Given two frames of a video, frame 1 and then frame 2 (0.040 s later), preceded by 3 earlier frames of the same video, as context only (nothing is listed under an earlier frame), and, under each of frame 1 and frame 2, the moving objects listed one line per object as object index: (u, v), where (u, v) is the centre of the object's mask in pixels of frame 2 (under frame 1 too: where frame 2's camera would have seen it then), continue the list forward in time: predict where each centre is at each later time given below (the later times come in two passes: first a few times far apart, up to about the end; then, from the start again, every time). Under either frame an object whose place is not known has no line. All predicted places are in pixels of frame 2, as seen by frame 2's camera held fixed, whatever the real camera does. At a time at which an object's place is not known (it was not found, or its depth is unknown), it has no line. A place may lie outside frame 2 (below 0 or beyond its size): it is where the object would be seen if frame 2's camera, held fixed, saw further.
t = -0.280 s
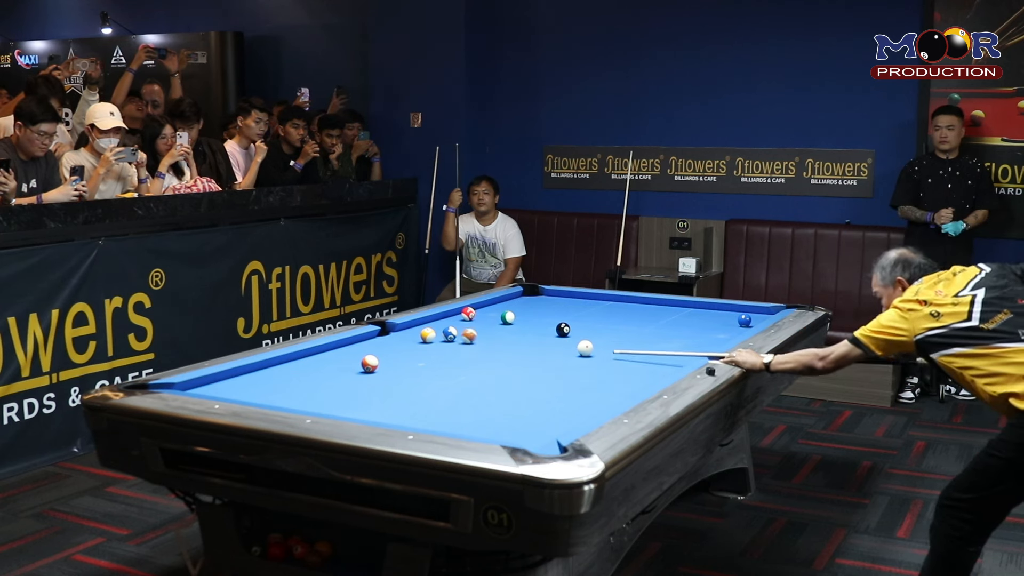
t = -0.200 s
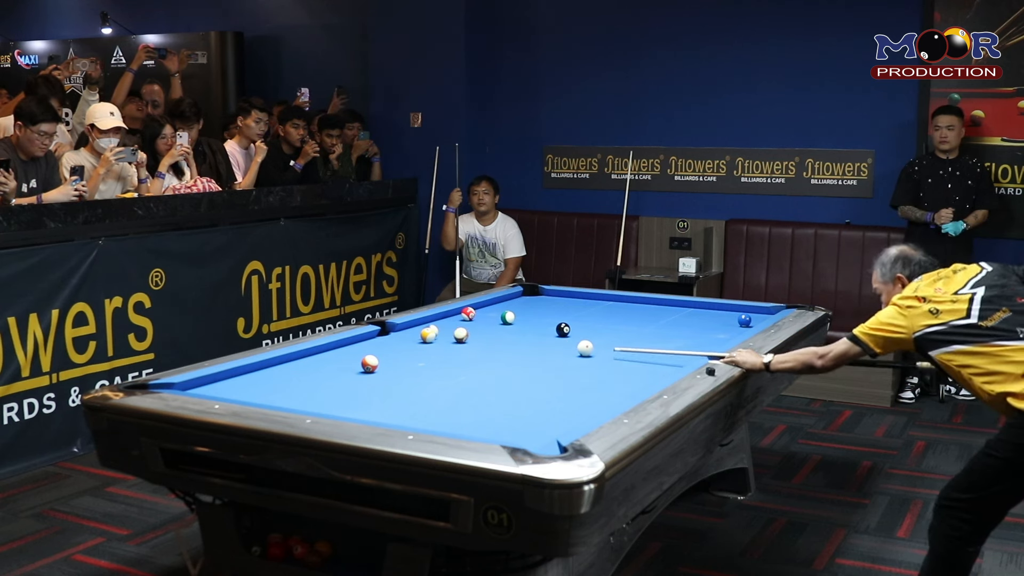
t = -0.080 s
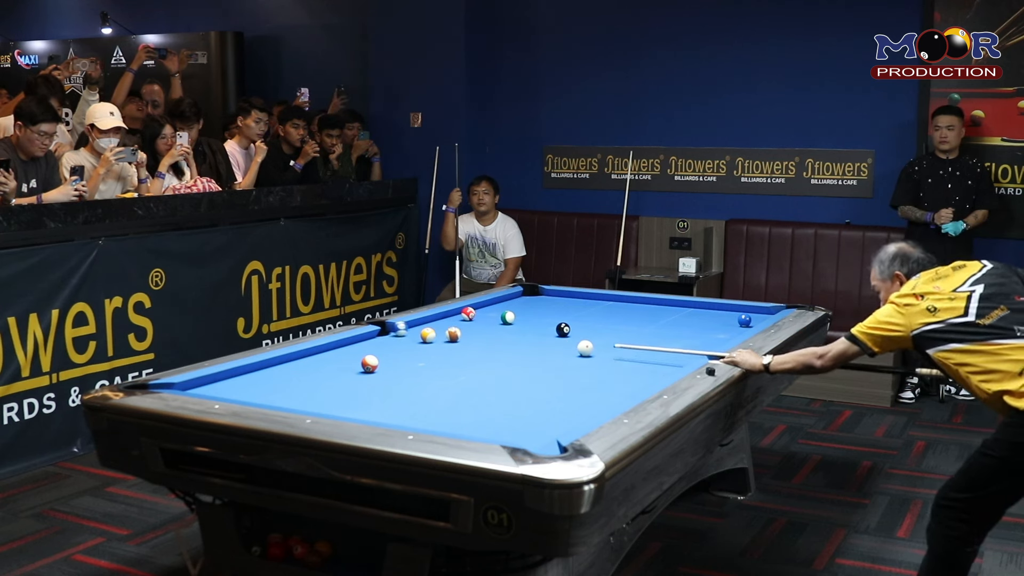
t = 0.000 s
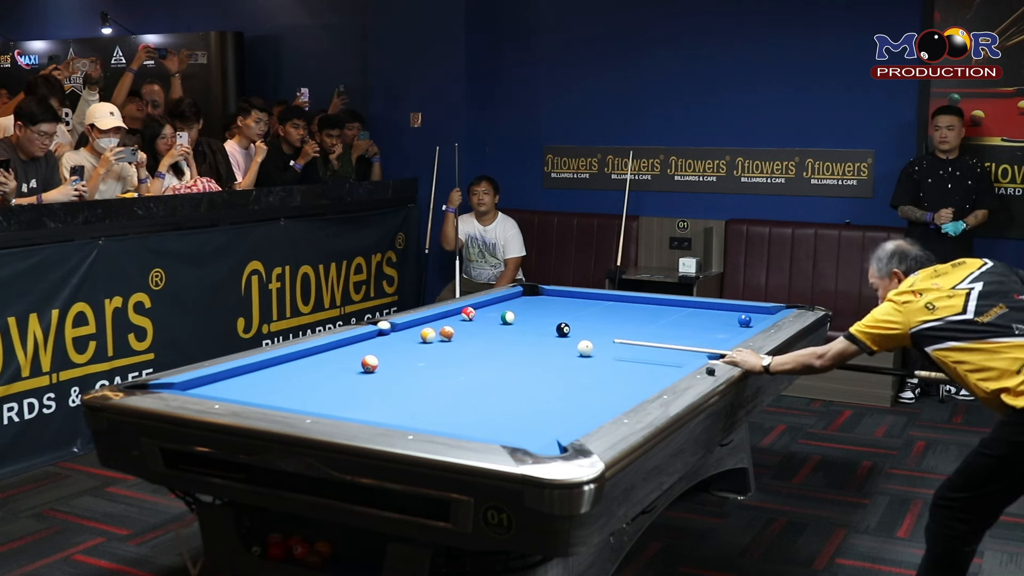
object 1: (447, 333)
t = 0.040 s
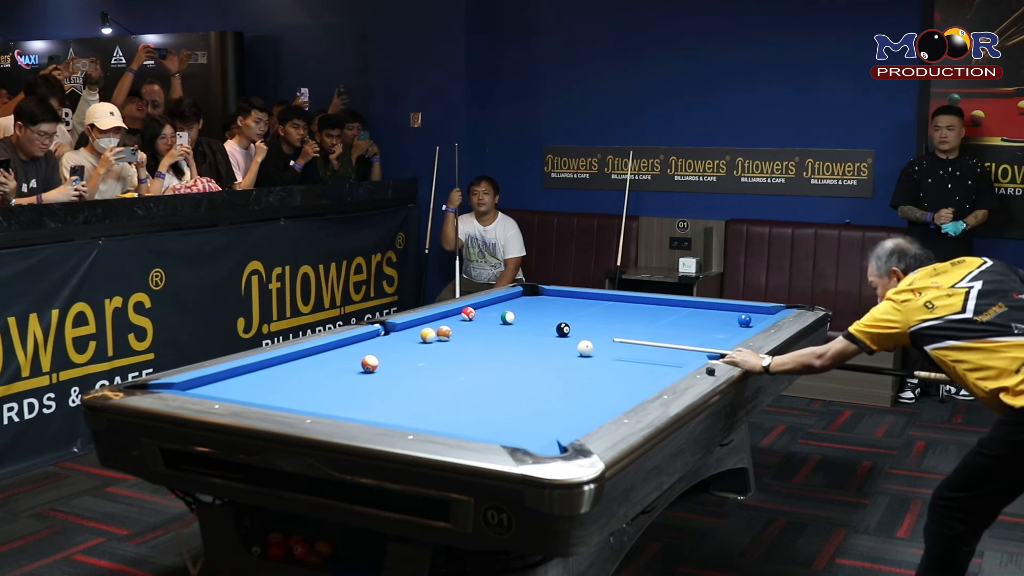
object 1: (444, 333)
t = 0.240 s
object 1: (431, 328)
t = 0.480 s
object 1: (412, 330)
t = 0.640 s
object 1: (403, 329)
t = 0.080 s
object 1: (441, 333)
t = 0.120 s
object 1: (439, 332)
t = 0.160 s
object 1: (437, 332)
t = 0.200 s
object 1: (434, 330)
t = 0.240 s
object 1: (431, 328)
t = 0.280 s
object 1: (424, 328)
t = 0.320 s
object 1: (421, 329)
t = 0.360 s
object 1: (418, 330)
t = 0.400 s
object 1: (416, 330)
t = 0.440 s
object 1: (415, 330)
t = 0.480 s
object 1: (412, 330)
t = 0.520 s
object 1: (410, 330)
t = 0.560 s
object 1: (408, 329)
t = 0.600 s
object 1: (405, 329)
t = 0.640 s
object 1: (403, 329)
